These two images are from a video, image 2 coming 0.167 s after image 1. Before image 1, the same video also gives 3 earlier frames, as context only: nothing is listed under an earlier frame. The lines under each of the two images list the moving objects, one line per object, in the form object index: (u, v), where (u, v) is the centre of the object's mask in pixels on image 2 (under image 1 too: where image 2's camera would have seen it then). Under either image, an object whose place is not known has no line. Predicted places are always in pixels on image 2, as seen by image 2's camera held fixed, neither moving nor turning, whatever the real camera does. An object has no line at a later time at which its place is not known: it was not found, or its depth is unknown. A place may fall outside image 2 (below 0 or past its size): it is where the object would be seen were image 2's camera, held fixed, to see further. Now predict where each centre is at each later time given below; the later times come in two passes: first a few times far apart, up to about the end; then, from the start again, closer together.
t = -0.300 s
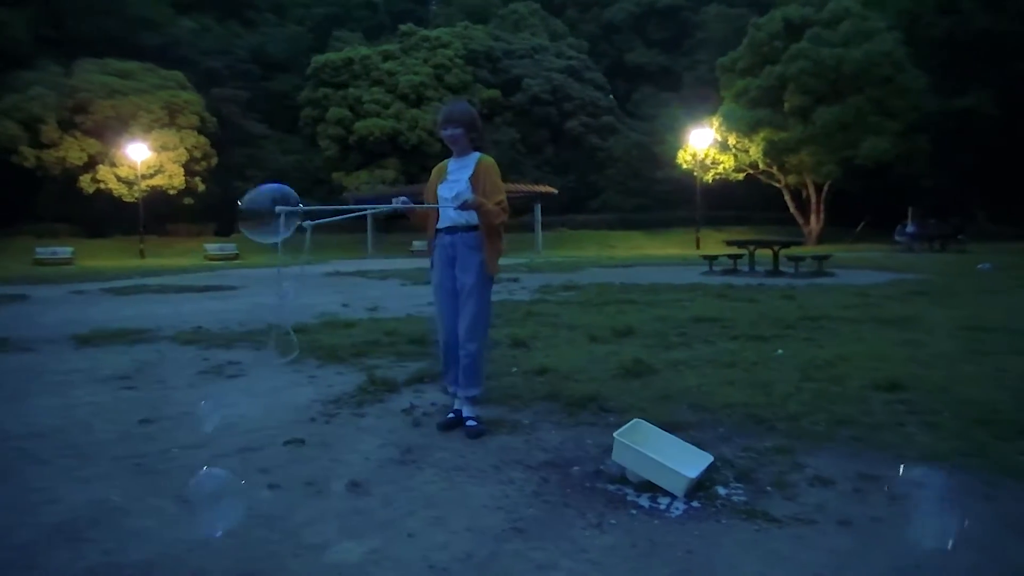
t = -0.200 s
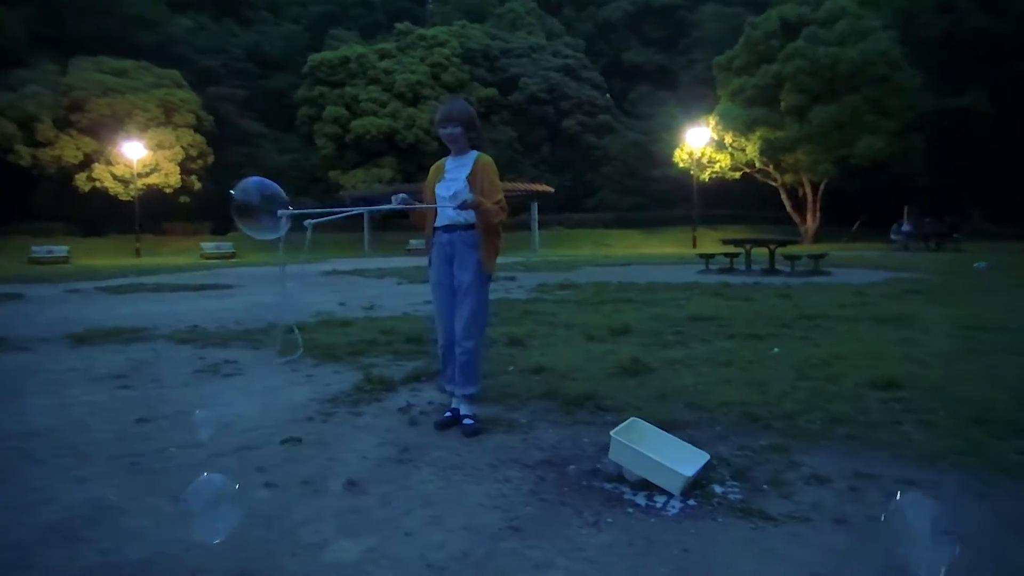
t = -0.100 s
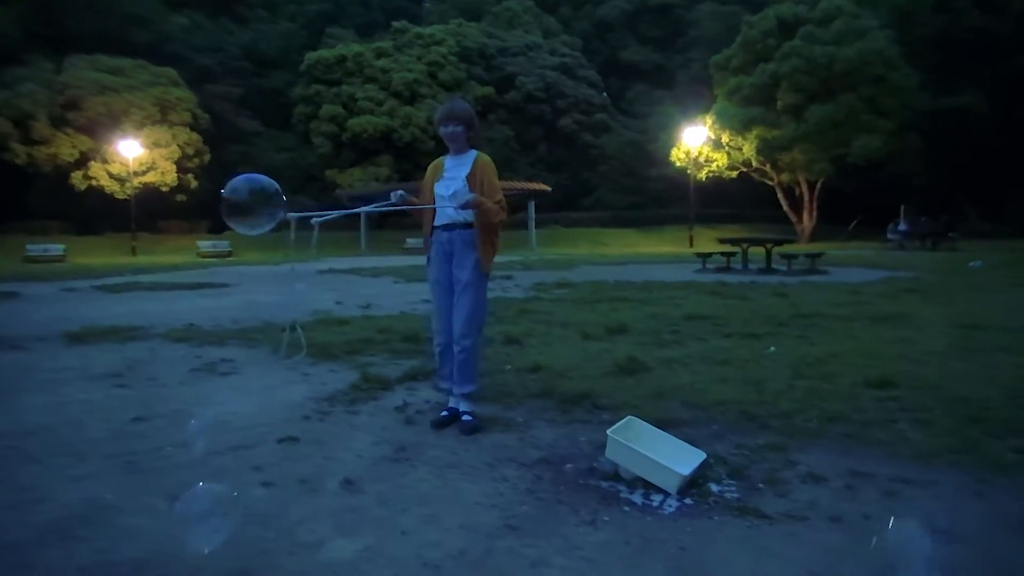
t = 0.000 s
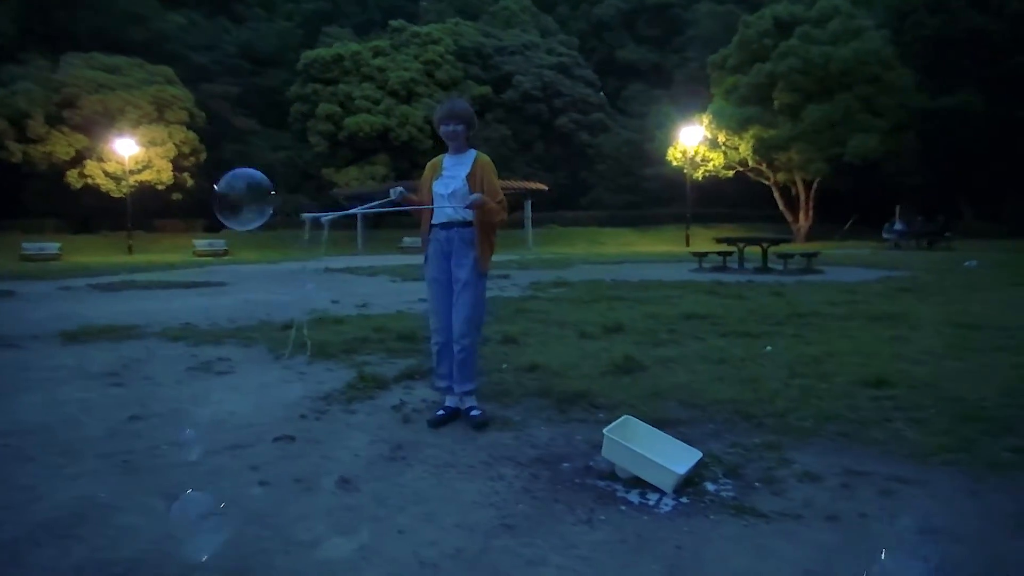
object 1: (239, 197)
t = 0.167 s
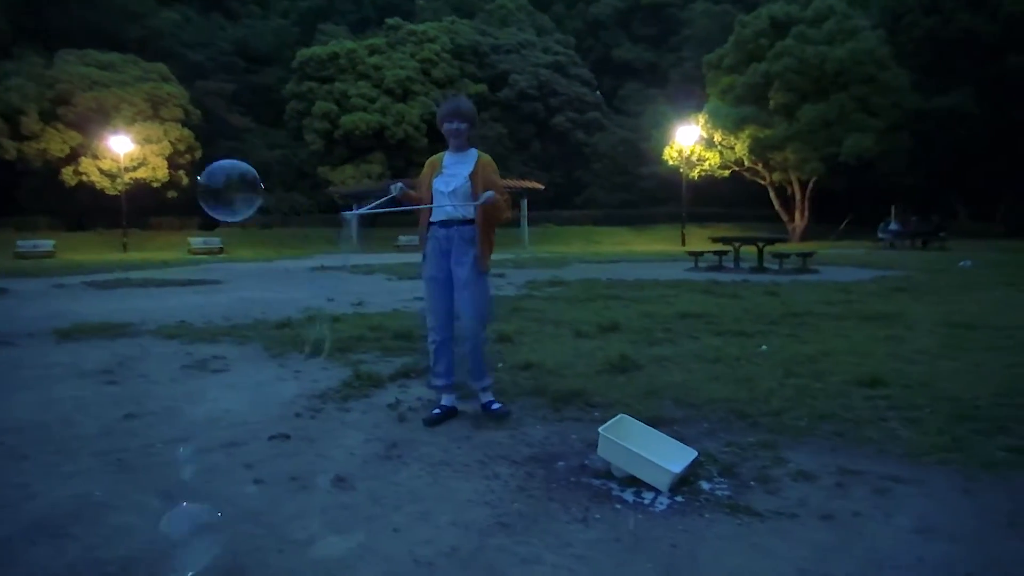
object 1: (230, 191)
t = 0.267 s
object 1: (224, 186)
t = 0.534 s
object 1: (205, 175)
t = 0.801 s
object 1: (187, 165)
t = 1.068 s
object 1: (166, 156)
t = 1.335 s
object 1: (149, 149)
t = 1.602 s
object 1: (125, 144)
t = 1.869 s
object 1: (105, 139)
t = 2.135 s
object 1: (83, 136)
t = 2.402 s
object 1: (64, 136)
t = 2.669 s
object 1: (45, 138)
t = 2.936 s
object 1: (26, 141)
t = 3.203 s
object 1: (7, 148)
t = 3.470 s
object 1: (-14, 157)
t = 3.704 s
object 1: (-35, 166)
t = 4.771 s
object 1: (-160, 169)
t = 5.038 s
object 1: (-188, 164)
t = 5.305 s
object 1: (-215, 158)
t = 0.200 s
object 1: (228, 189)
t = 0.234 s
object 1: (226, 187)
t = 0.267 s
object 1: (224, 186)
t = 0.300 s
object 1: (221, 184)
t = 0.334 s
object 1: (220, 183)
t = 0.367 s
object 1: (217, 182)
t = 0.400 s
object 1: (215, 180)
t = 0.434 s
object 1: (212, 179)
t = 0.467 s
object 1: (210, 177)
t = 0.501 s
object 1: (207, 176)
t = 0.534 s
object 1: (205, 175)
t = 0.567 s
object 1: (202, 174)
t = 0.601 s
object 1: (200, 172)
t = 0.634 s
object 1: (197, 171)
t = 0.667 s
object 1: (196, 170)
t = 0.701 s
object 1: (193, 169)
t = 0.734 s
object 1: (192, 167)
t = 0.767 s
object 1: (189, 167)
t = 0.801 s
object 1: (187, 165)
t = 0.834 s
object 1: (181, 164)
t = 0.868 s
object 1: (183, 162)
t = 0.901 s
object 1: (176, 162)
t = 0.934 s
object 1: (174, 160)
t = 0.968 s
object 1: (172, 159)
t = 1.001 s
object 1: (170, 158)
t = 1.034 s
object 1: (168, 157)
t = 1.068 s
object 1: (166, 156)
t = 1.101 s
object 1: (164, 155)
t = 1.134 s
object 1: (163, 154)
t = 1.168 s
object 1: (161, 153)
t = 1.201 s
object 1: (159, 152)
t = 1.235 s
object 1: (156, 151)
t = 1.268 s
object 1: (155, 151)
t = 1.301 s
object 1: (153, 150)
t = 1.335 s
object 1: (149, 149)
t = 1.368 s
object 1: (148, 148)
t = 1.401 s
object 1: (147, 148)
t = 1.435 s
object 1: (145, 148)
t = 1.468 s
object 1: (142, 147)
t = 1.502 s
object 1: (132, 145)
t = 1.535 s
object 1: (130, 145)
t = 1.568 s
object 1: (128, 144)
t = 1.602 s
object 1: (125, 144)
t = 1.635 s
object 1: (123, 143)
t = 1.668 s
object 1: (121, 143)
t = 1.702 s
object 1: (119, 143)
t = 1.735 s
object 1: (116, 142)
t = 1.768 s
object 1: (114, 142)
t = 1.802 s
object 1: (112, 141)
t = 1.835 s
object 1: (110, 141)
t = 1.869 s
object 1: (105, 139)
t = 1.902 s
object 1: (101, 138)
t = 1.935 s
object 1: (98, 137)
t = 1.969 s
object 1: (96, 137)
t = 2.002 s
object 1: (94, 137)
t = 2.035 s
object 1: (92, 136)
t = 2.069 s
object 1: (90, 137)
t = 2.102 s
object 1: (86, 136)
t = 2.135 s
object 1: (83, 136)
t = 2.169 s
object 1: (81, 136)
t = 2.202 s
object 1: (78, 136)
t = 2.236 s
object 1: (76, 136)
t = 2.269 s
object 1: (74, 136)
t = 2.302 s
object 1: (72, 136)
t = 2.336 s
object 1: (69, 135)
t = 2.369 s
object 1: (66, 135)
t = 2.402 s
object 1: (64, 136)
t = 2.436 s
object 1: (63, 136)
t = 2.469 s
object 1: (59, 137)
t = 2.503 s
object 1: (57, 137)
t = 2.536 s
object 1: (54, 137)
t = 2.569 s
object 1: (52, 137)
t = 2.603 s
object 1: (50, 138)
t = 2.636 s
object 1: (47, 138)
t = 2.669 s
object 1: (45, 138)
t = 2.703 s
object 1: (42, 139)
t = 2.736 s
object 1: (40, 139)
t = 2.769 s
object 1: (37, 139)
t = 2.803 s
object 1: (35, 139)
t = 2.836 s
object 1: (32, 140)
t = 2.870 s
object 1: (30, 140)
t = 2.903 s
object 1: (27, 141)
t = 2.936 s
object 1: (26, 141)
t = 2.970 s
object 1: (21, 142)
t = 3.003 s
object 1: (19, 143)
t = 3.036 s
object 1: (17, 143)
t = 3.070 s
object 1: (15, 144)
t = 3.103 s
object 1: (13, 145)
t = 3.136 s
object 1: (11, 146)
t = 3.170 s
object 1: (9, 147)
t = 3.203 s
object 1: (7, 148)
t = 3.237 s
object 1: (4, 149)
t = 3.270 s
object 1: (1, 150)
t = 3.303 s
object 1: (-1, 152)
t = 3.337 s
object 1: (-4, 153)
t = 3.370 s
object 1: (-6, 154)
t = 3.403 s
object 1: (-8, 155)
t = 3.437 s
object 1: (-11, 156)
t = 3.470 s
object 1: (-14, 157)
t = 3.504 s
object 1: (-16, 159)
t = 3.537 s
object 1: (-19, 160)
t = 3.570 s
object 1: (-22, 162)
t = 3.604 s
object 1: (-25, 163)
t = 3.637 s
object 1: (-29, 164)
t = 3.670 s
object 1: (-31, 165)
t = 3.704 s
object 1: (-35, 166)
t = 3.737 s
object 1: (-38, 167)
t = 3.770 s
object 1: (-42, 168)
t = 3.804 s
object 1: (-45, 170)
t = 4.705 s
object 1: (-154, 170)
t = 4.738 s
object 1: (-157, 169)
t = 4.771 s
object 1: (-160, 169)
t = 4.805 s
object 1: (-164, 169)
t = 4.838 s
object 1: (-167, 168)
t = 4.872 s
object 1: (-170, 168)
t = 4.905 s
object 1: (-174, 167)
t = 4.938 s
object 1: (-178, 167)
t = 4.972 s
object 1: (-181, 166)
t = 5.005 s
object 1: (-185, 165)
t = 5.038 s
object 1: (-188, 164)
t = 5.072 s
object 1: (-191, 164)
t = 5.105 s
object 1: (-194, 163)
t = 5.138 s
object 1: (-198, 162)
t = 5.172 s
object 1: (-201, 161)
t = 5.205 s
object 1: (-205, 160)
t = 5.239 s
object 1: (-208, 159)
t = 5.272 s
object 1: (-211, 159)
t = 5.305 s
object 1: (-215, 158)
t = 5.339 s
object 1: (-218, 157)
